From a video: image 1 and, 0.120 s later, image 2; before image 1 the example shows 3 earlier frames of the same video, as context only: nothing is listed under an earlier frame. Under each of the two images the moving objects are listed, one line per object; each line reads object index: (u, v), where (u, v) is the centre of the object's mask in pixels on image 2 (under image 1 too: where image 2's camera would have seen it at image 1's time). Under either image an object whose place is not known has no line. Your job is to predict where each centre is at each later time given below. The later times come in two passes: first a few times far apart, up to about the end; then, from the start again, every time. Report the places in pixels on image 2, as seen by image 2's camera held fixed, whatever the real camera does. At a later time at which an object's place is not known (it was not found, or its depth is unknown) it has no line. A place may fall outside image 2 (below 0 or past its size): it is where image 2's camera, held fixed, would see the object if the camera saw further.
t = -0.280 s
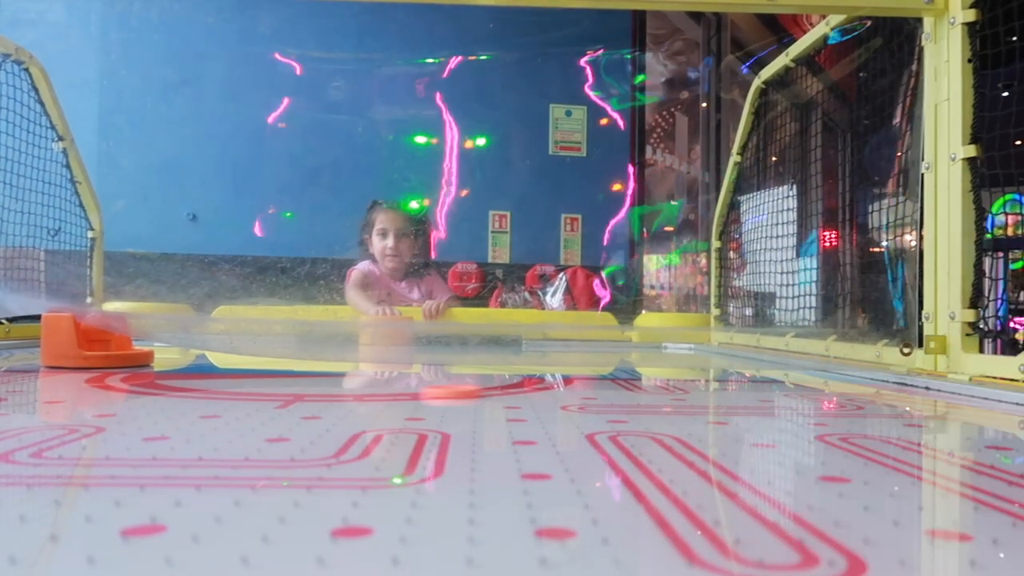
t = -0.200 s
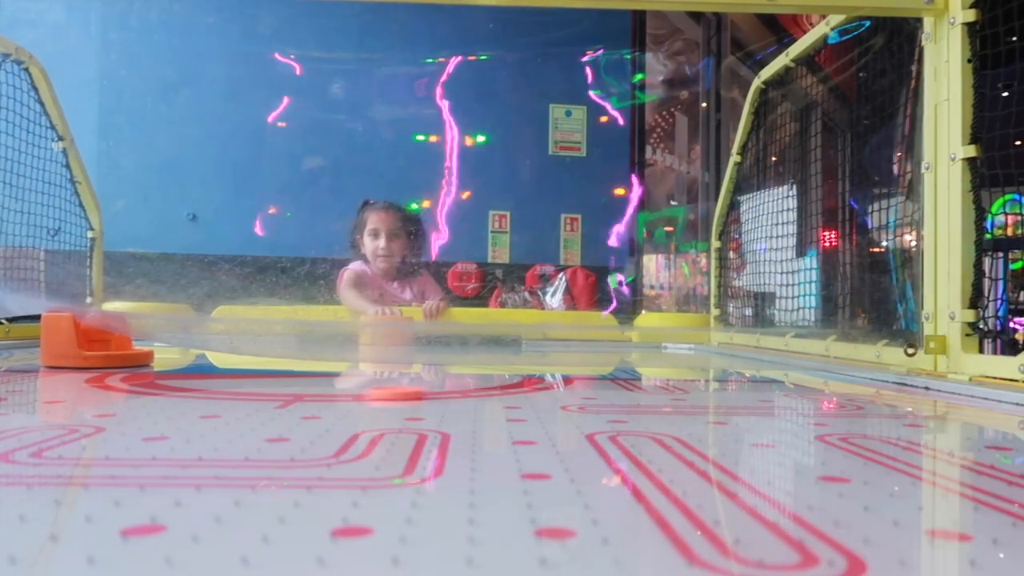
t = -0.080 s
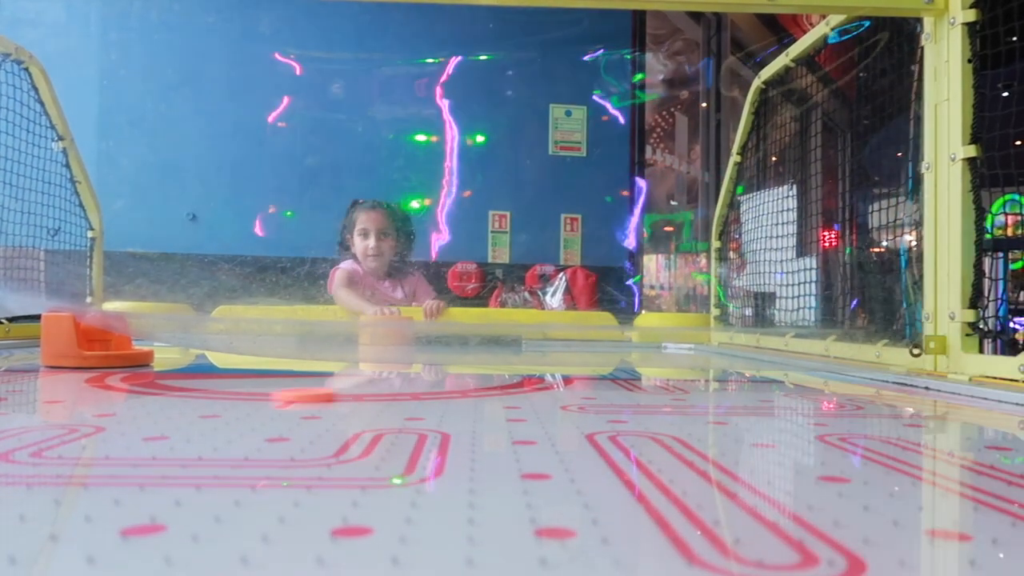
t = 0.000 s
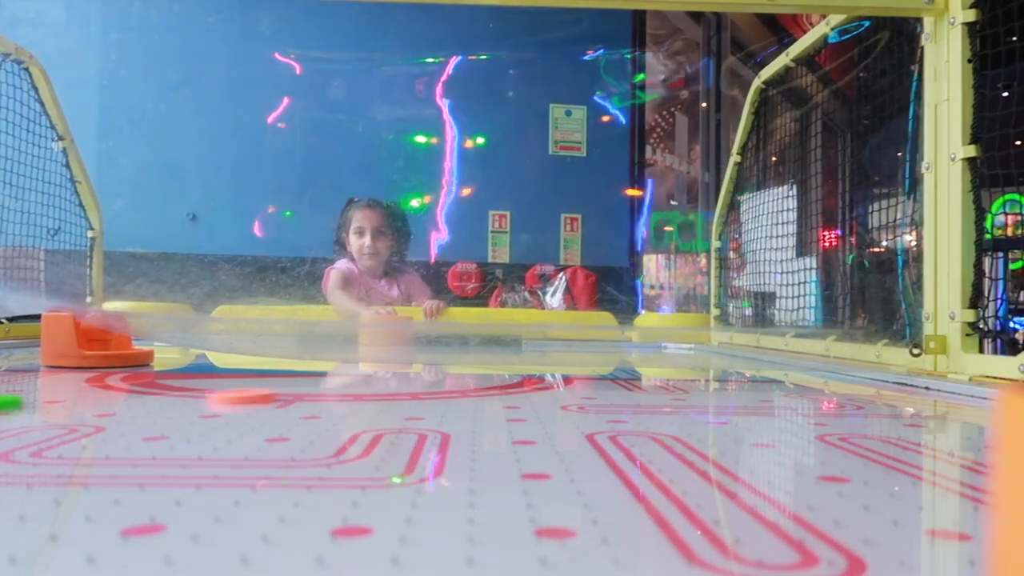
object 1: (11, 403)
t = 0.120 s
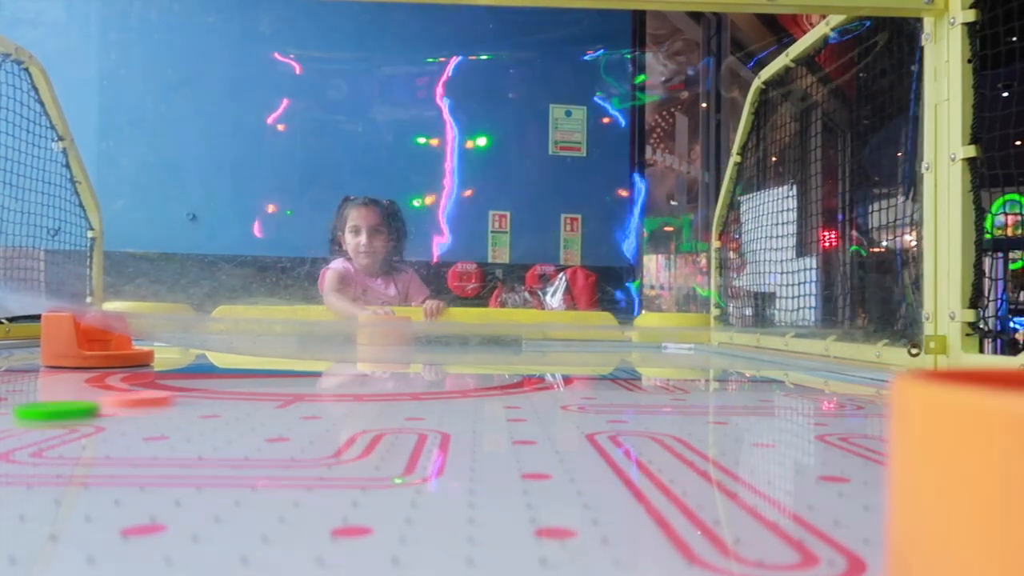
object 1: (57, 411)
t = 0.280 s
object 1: (172, 421)
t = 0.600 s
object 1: (468, 449)
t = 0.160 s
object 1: (84, 413)
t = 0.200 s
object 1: (112, 415)
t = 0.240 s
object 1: (142, 419)
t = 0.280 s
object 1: (172, 421)
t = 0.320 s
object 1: (204, 425)
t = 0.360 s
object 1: (236, 427)
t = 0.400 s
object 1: (270, 431)
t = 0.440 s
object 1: (307, 434)
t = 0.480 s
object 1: (343, 438)
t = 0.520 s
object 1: (382, 441)
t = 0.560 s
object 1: (424, 445)
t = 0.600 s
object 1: (468, 449)
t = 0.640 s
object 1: (513, 454)
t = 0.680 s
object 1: (559, 459)
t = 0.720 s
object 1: (610, 464)
